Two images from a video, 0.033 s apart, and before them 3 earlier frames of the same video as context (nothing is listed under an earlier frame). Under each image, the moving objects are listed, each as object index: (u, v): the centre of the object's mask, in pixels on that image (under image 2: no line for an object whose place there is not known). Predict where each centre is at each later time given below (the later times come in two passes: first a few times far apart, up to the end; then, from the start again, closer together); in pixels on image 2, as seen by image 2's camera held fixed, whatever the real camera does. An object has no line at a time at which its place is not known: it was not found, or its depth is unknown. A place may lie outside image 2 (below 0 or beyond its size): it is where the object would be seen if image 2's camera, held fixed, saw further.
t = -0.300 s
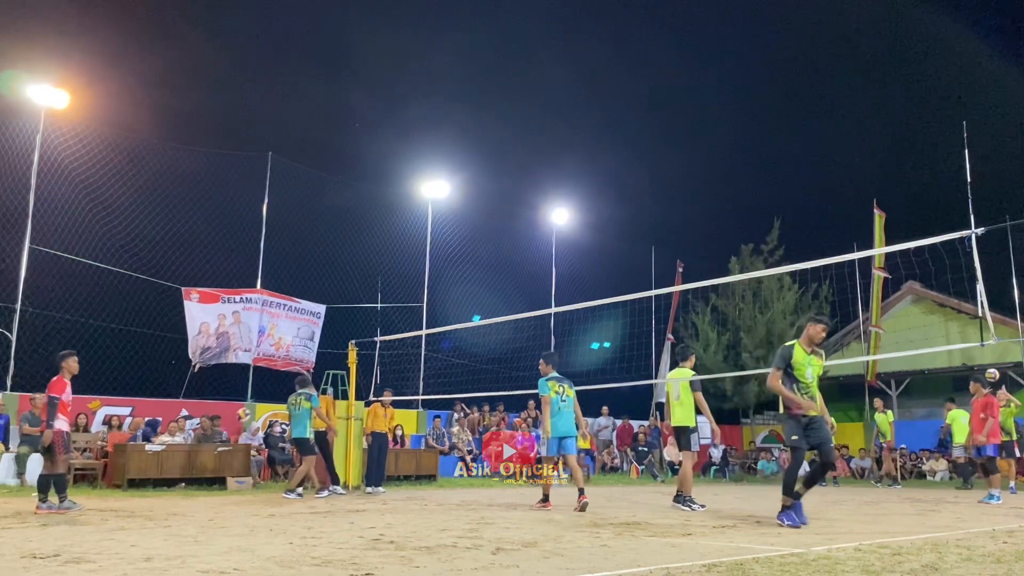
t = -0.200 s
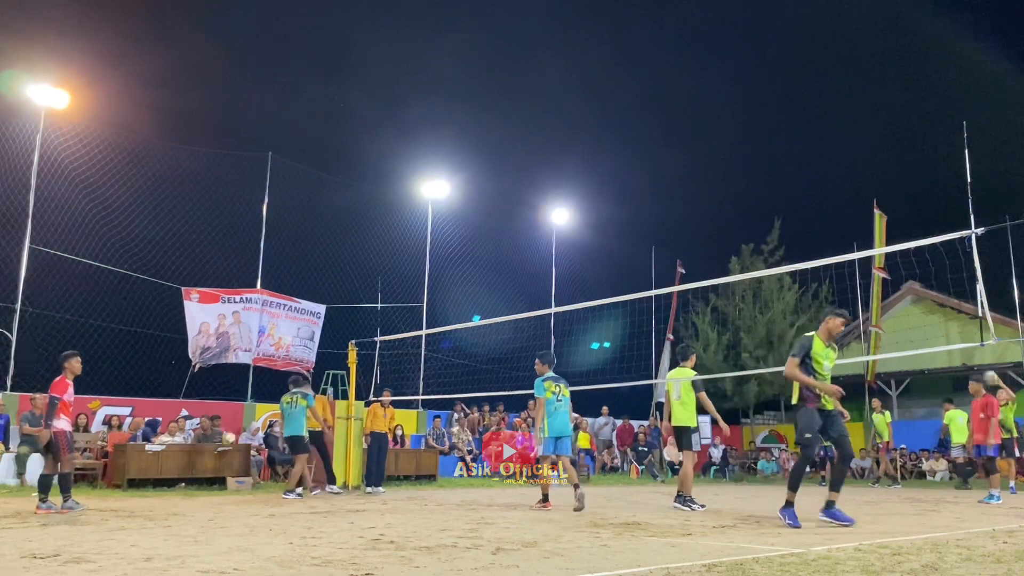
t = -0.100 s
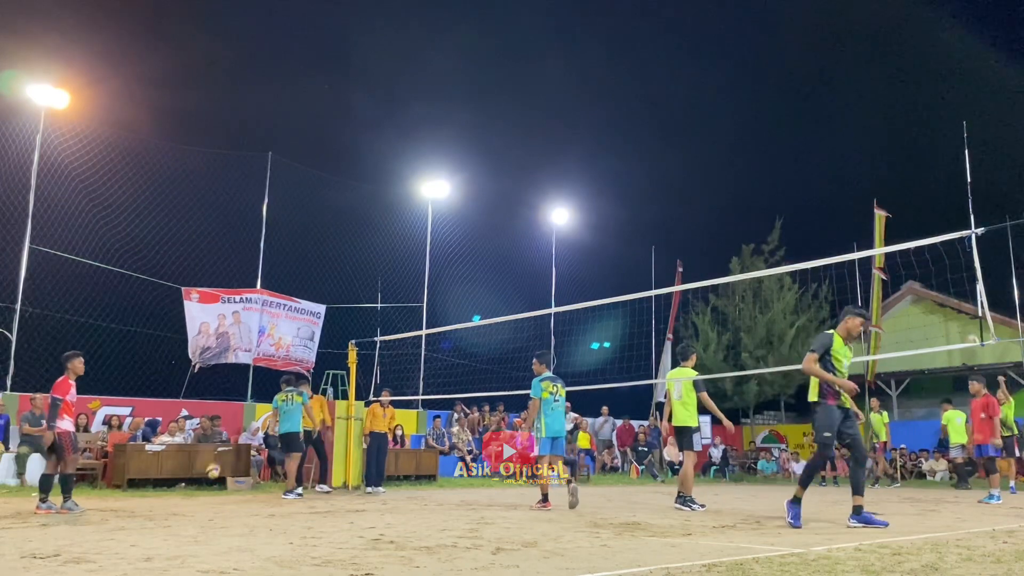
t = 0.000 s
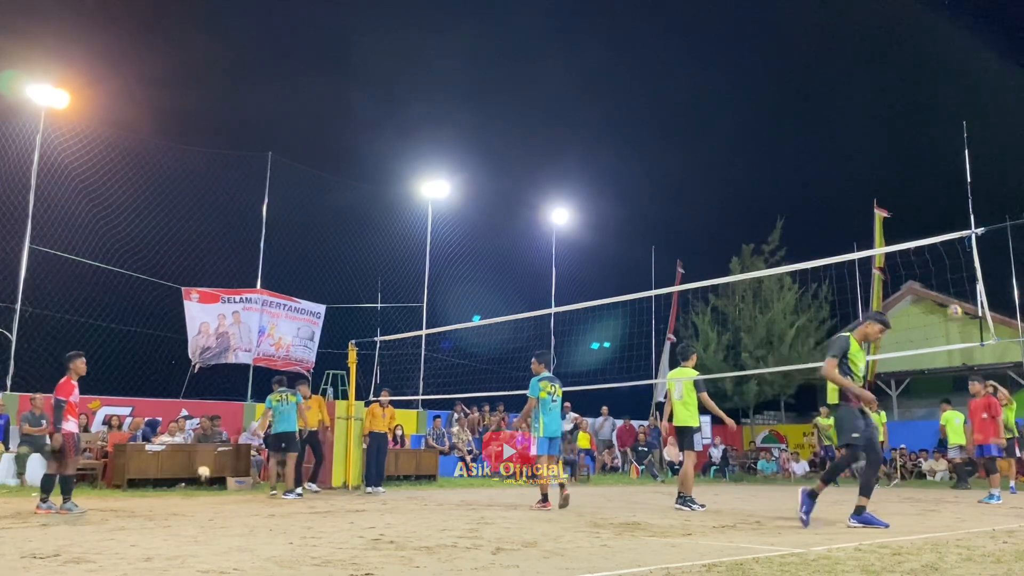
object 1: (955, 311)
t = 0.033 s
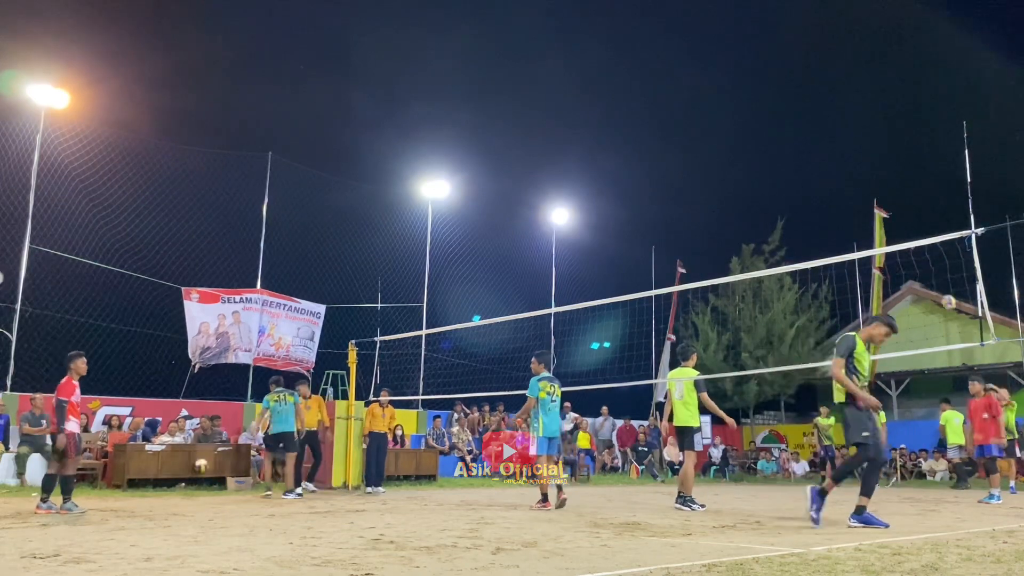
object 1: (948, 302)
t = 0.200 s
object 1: (919, 266)
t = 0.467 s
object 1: (870, 241)
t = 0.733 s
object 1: (821, 260)
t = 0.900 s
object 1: (789, 303)
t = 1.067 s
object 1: (754, 371)
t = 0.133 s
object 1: (931, 278)
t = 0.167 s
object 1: (925, 272)
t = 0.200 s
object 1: (919, 266)
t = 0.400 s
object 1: (884, 242)
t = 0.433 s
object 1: (877, 241)
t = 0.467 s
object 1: (870, 241)
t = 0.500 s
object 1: (864, 240)
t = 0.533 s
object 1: (858, 241)
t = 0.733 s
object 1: (821, 260)
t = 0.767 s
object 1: (816, 270)
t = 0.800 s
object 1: (809, 275)
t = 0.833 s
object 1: (802, 283)
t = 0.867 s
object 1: (795, 292)
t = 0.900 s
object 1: (789, 303)
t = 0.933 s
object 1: (782, 314)
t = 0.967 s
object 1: (775, 326)
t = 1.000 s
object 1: (768, 340)
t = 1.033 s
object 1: (761, 355)
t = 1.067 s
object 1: (754, 371)
